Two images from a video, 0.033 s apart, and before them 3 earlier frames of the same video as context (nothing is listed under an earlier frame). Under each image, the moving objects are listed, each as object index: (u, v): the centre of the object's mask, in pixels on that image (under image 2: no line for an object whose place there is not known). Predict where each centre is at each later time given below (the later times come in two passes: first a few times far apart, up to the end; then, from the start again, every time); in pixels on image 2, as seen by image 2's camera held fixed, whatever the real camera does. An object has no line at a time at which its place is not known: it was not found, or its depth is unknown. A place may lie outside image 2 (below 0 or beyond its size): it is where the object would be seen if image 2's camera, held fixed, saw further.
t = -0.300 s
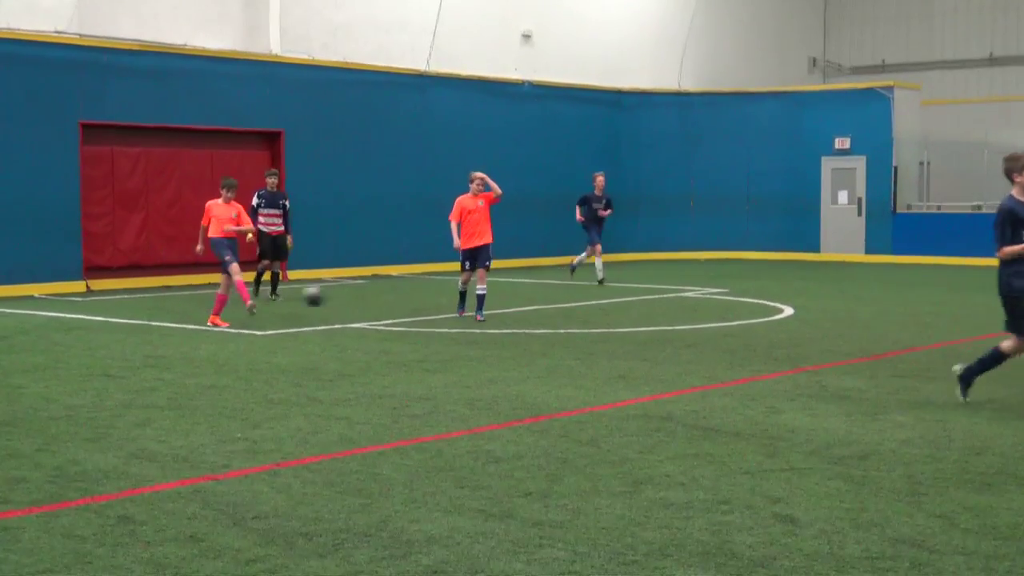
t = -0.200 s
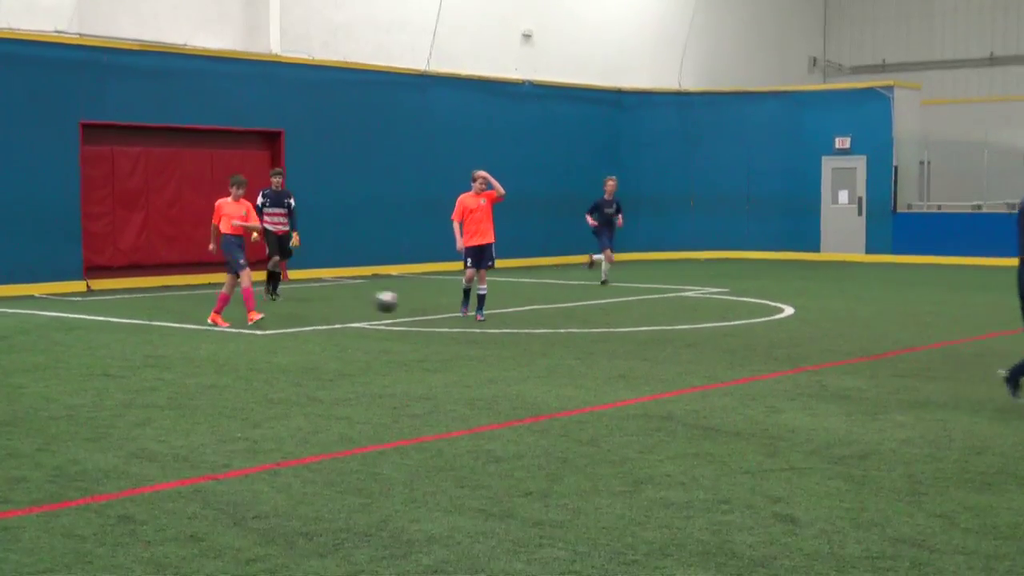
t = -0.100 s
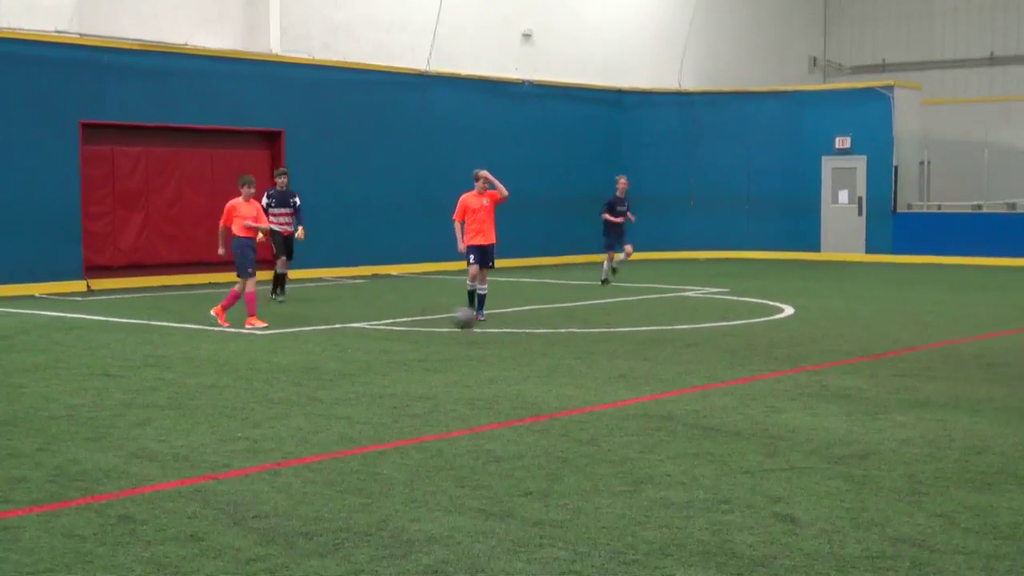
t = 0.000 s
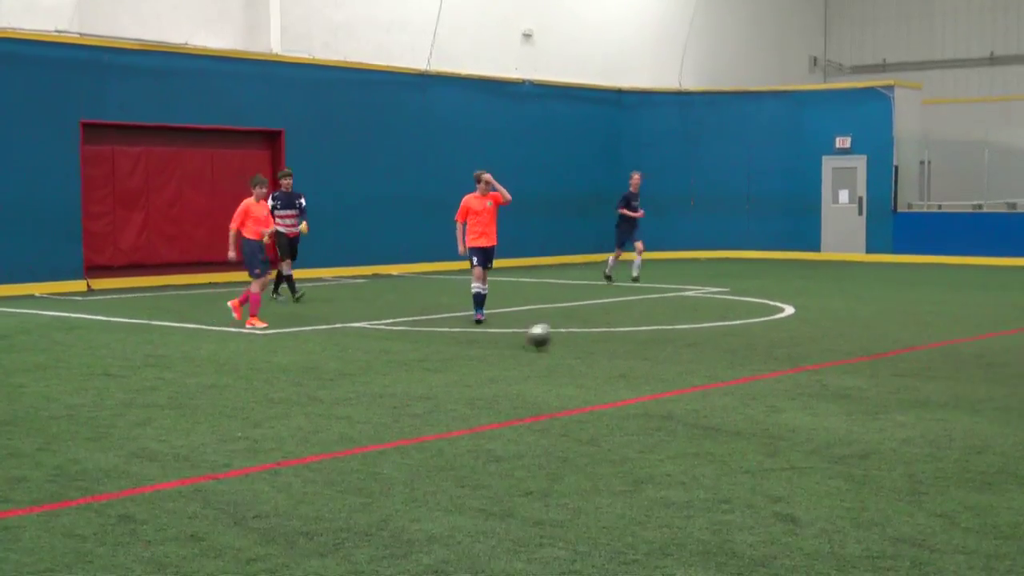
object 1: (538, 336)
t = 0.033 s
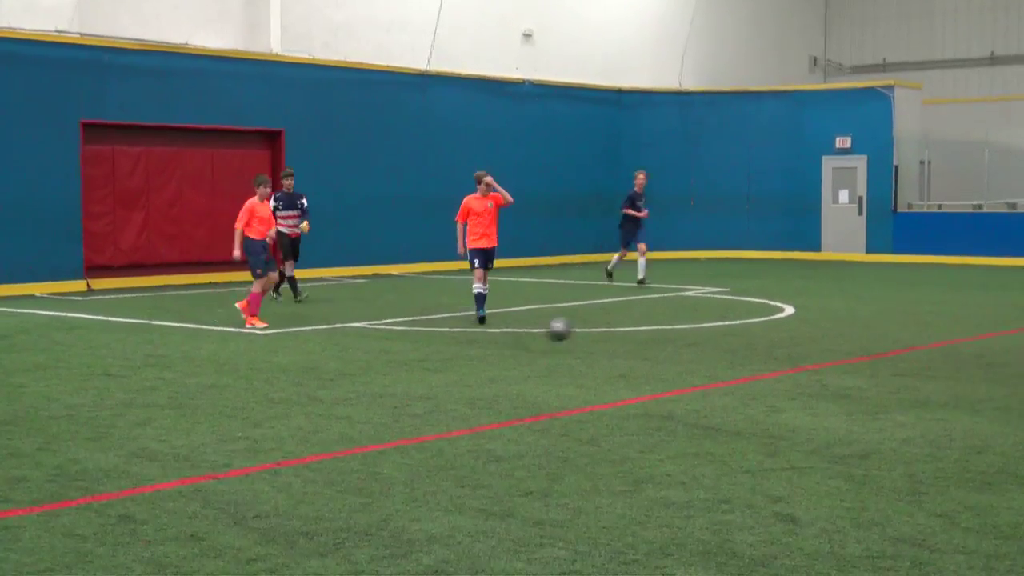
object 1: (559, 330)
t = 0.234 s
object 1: (680, 319)
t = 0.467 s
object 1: (837, 350)
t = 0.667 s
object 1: (982, 349)
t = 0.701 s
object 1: (1007, 355)
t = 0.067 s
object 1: (579, 324)
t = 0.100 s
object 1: (599, 321)
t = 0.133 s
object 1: (618, 318)
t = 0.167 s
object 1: (640, 317)
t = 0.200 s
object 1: (660, 317)
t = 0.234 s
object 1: (680, 319)
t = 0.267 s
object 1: (703, 321)
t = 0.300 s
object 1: (725, 327)
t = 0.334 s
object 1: (746, 332)
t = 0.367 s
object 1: (767, 339)
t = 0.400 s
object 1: (791, 348)
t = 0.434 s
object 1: (815, 355)
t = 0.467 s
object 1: (837, 350)
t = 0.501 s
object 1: (861, 345)
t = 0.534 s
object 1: (883, 343)
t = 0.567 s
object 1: (908, 343)
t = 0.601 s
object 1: (932, 344)
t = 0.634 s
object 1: (958, 345)
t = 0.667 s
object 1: (982, 349)
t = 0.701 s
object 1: (1007, 355)
